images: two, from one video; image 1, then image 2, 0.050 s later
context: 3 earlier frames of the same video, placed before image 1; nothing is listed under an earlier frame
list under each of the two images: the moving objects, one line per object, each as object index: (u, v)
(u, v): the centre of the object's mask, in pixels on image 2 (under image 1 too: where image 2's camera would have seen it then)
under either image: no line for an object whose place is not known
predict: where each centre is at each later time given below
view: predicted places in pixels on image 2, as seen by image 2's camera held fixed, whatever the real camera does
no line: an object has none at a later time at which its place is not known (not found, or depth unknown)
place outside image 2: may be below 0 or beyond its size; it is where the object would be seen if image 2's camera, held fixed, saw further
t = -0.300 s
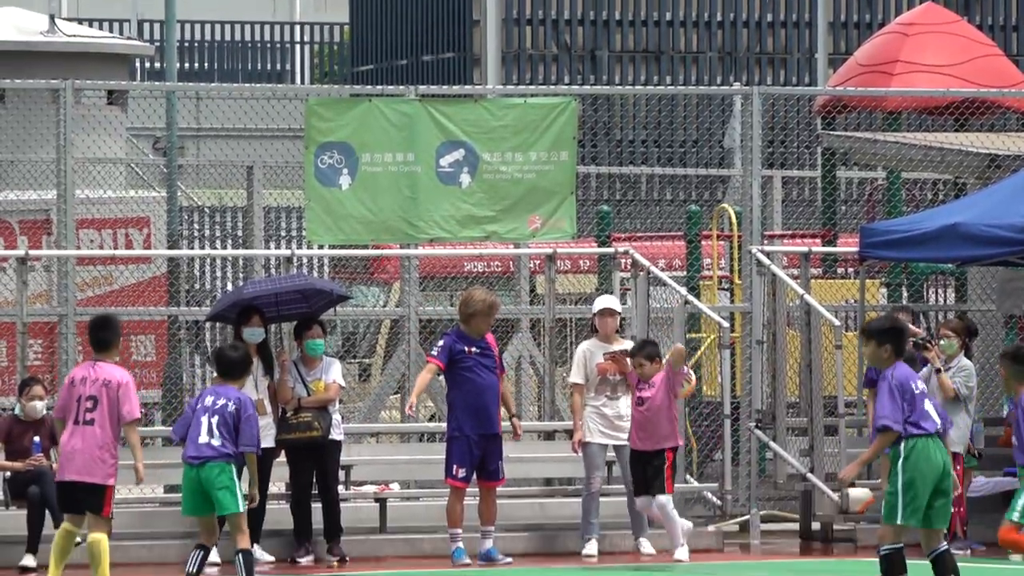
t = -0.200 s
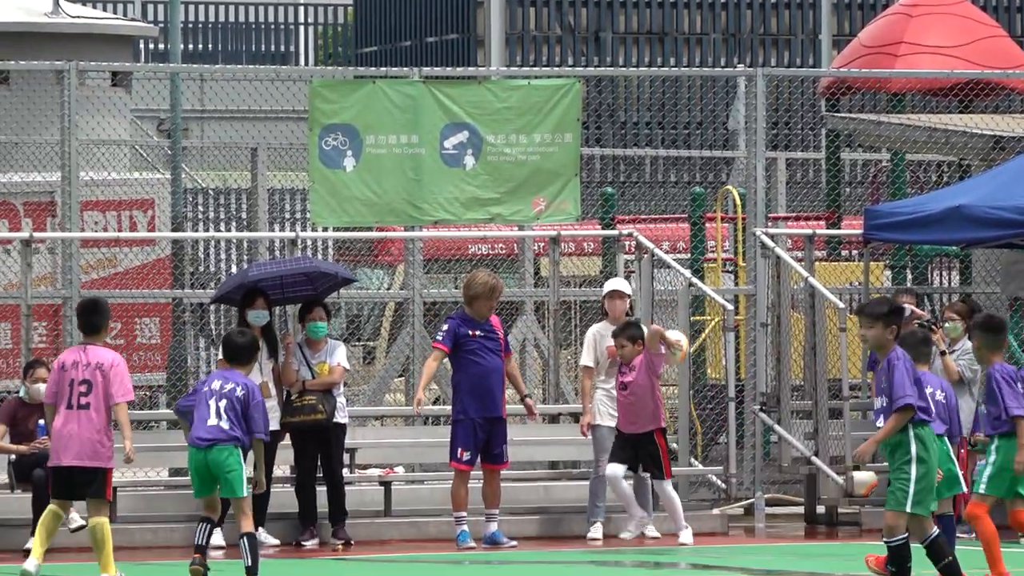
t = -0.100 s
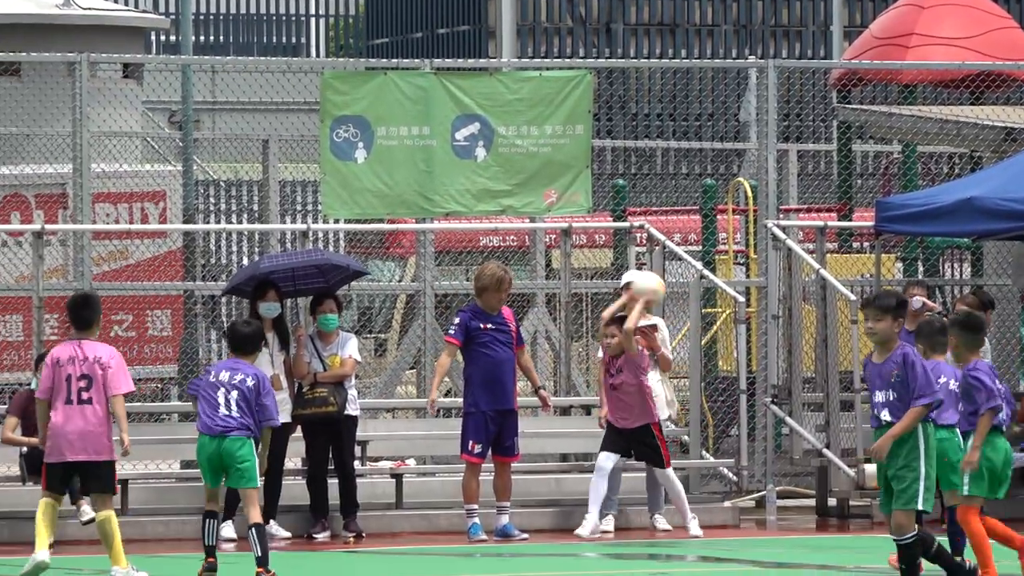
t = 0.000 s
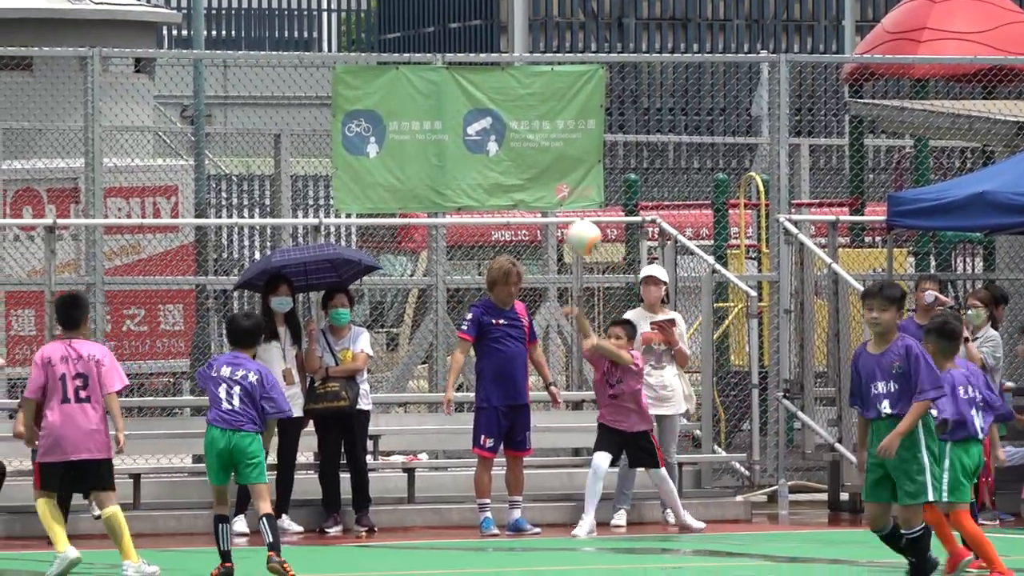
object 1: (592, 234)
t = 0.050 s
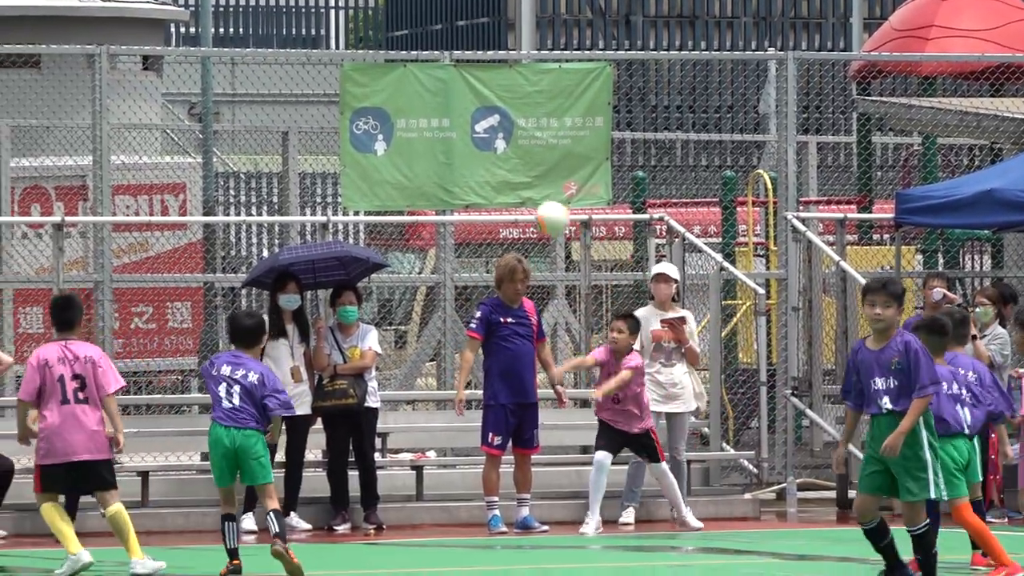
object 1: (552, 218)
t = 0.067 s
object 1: (538, 213)
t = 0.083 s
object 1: (525, 209)
